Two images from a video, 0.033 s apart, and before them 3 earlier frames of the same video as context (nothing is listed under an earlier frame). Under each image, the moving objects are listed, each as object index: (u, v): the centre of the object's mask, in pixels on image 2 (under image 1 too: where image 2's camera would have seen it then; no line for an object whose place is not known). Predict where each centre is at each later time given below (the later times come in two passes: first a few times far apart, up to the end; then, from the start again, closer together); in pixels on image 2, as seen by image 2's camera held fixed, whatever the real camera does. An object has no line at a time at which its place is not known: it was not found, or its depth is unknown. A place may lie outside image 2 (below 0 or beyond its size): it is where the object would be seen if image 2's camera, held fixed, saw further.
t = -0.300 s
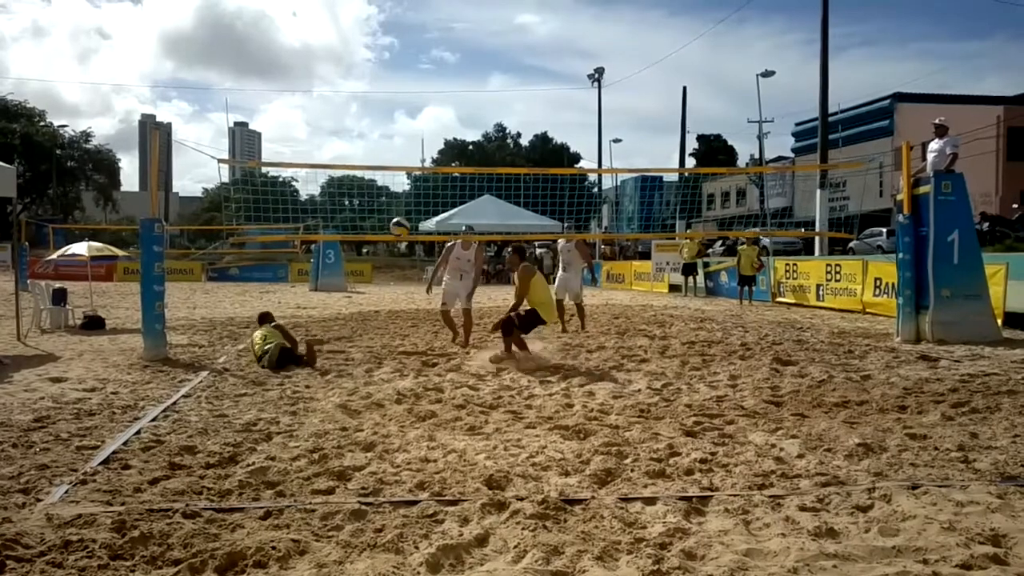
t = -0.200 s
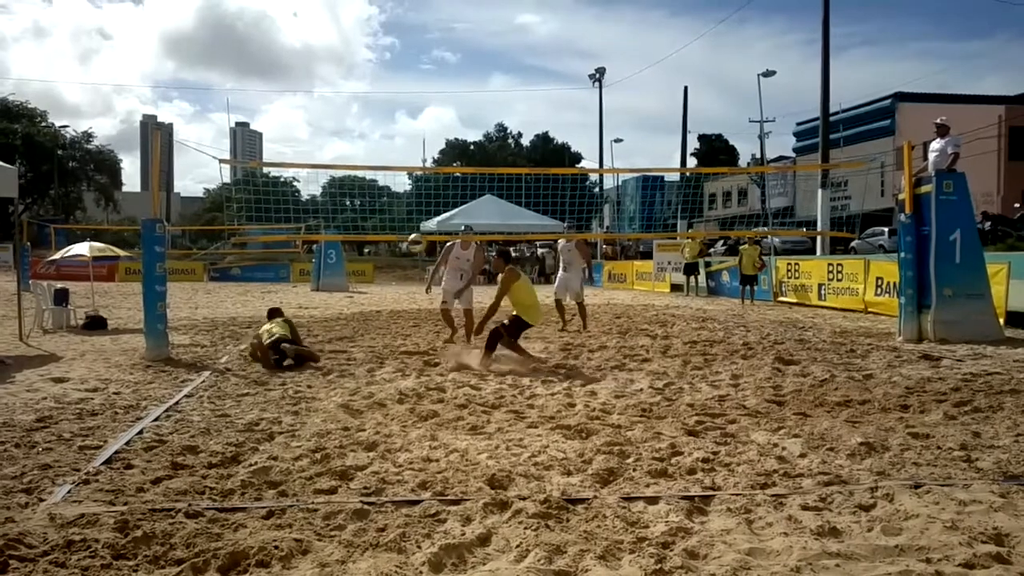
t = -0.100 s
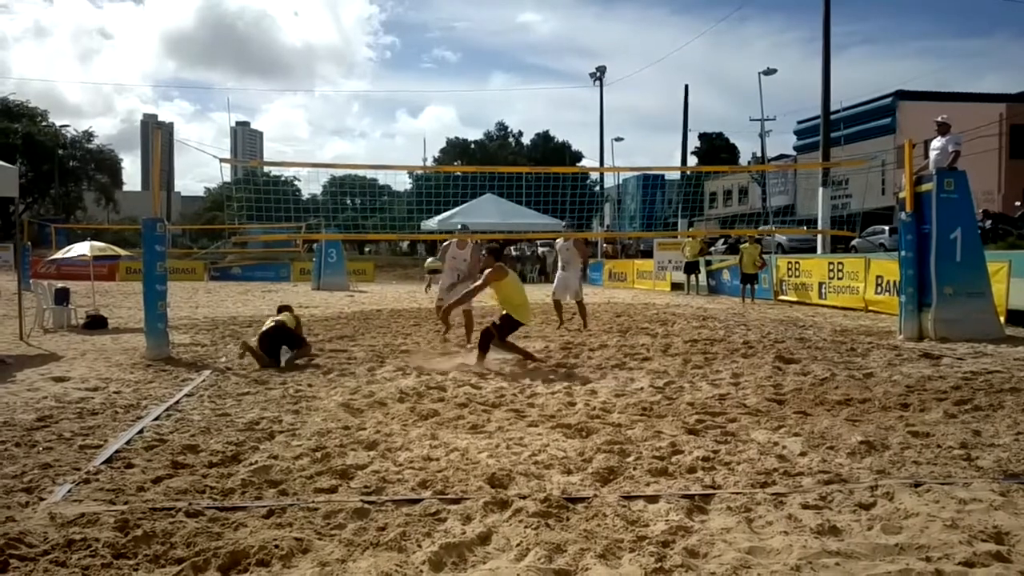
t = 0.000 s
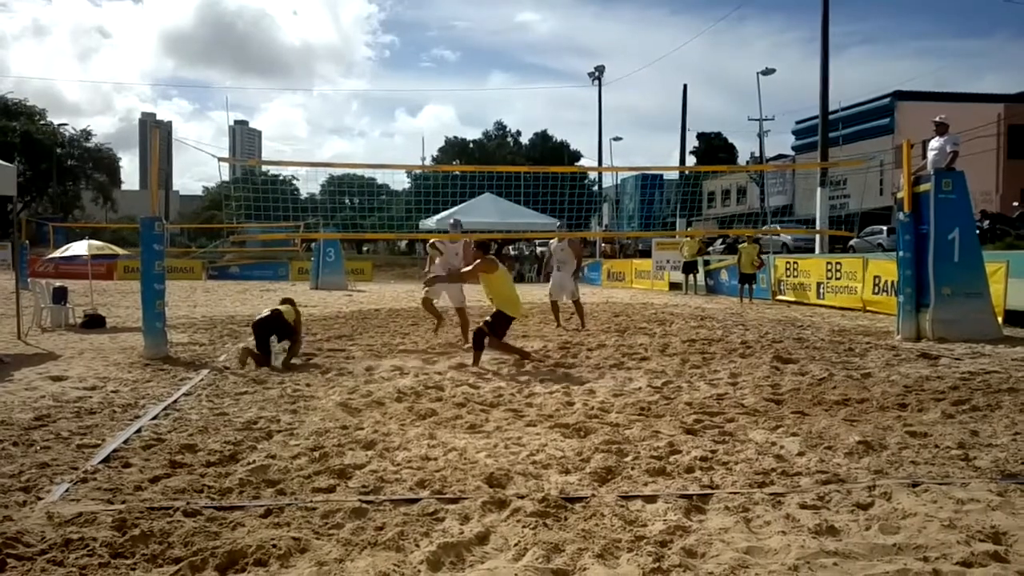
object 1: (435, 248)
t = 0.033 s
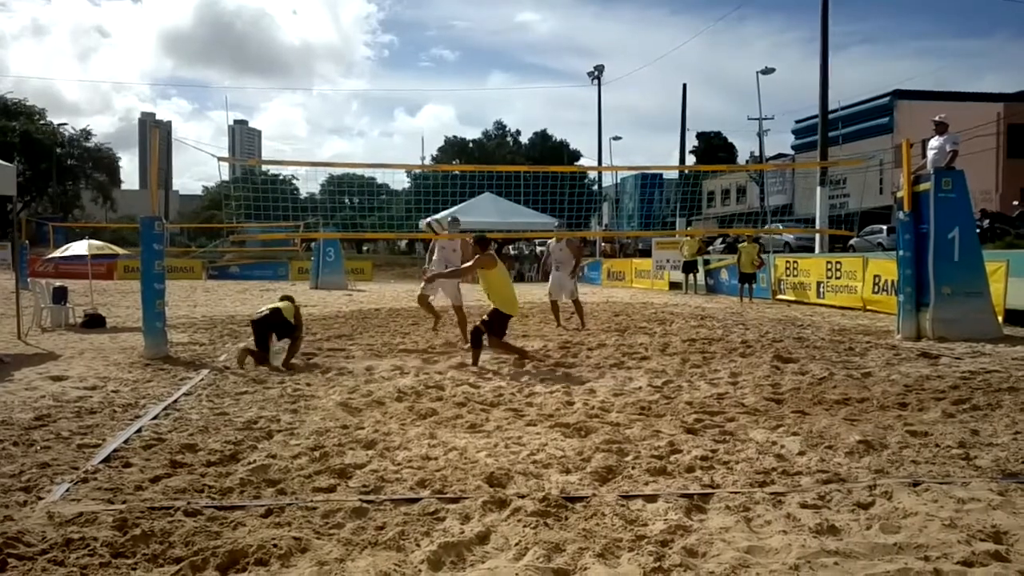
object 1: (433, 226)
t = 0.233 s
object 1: (418, 125)
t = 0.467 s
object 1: (399, 55)
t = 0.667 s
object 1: (385, 34)
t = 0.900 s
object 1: (368, 52)
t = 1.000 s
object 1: (363, 72)
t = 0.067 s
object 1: (430, 207)
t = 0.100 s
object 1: (428, 188)
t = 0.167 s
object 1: (424, 155)
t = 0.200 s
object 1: (420, 139)
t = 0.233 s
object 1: (418, 125)
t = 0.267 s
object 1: (415, 112)
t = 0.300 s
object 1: (412, 100)
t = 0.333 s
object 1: (410, 89)
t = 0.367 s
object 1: (407, 79)
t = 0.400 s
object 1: (405, 70)
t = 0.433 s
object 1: (402, 62)
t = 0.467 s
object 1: (399, 55)
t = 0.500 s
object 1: (397, 50)
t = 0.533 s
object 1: (394, 44)
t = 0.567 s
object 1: (392, 40)
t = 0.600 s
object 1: (389, 37)
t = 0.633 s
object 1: (386, 35)
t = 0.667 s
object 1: (385, 34)
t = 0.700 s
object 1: (382, 34)
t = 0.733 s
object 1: (380, 35)
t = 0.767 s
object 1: (378, 37)
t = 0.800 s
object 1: (376, 38)
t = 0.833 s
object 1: (373, 42)
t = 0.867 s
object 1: (371, 46)
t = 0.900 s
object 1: (368, 52)
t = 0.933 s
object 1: (367, 57)
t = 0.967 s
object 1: (365, 64)
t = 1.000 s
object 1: (363, 72)
